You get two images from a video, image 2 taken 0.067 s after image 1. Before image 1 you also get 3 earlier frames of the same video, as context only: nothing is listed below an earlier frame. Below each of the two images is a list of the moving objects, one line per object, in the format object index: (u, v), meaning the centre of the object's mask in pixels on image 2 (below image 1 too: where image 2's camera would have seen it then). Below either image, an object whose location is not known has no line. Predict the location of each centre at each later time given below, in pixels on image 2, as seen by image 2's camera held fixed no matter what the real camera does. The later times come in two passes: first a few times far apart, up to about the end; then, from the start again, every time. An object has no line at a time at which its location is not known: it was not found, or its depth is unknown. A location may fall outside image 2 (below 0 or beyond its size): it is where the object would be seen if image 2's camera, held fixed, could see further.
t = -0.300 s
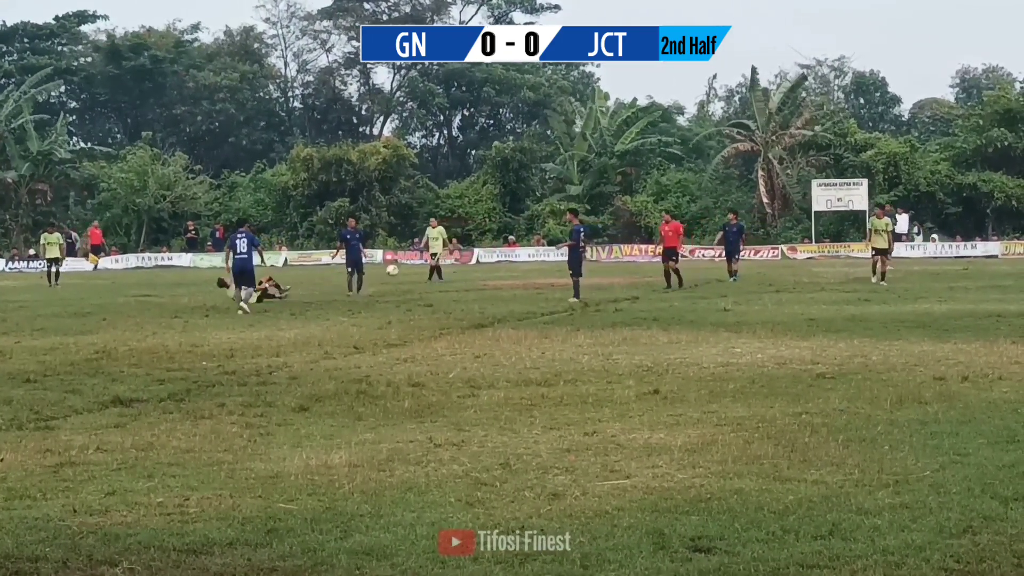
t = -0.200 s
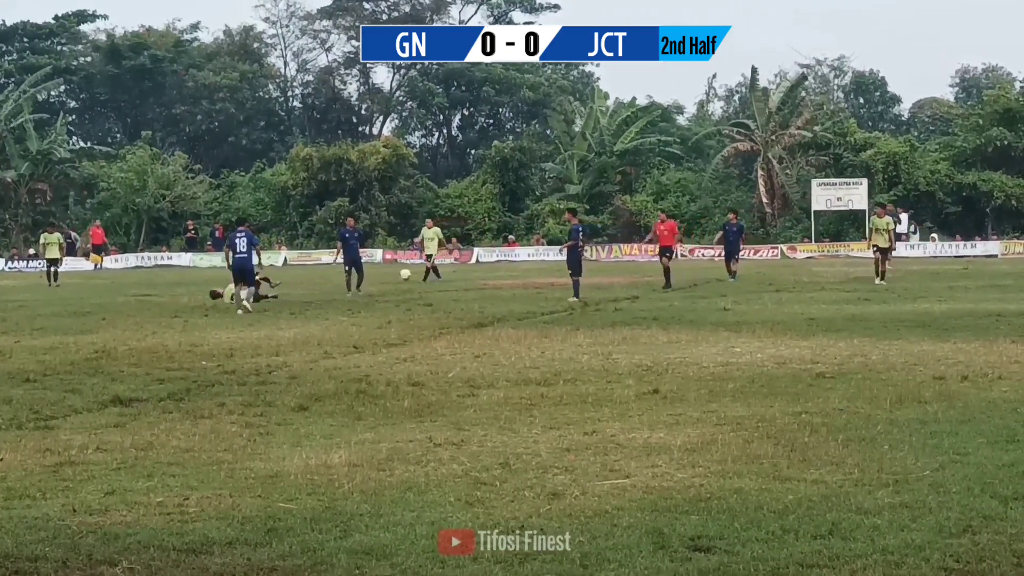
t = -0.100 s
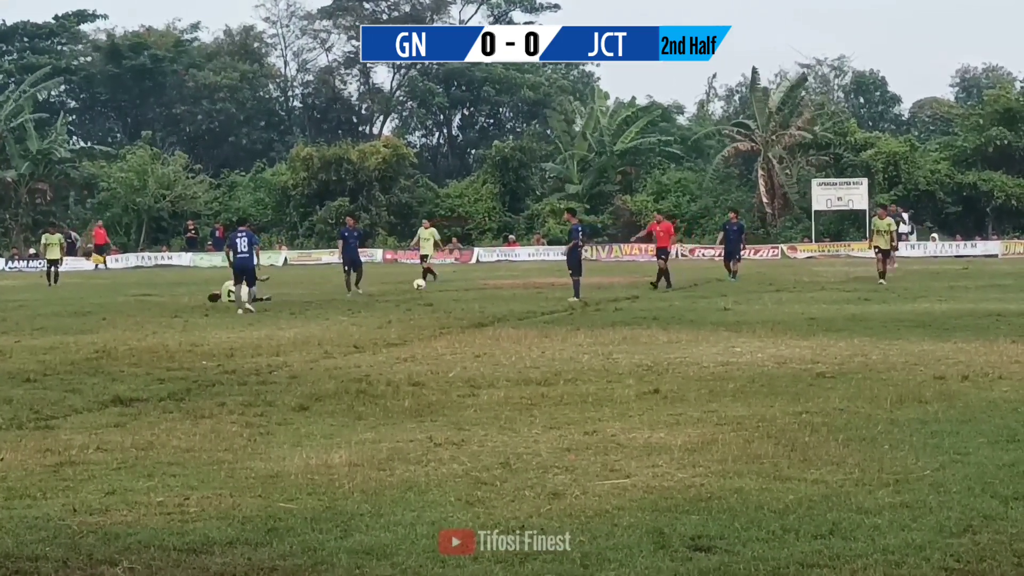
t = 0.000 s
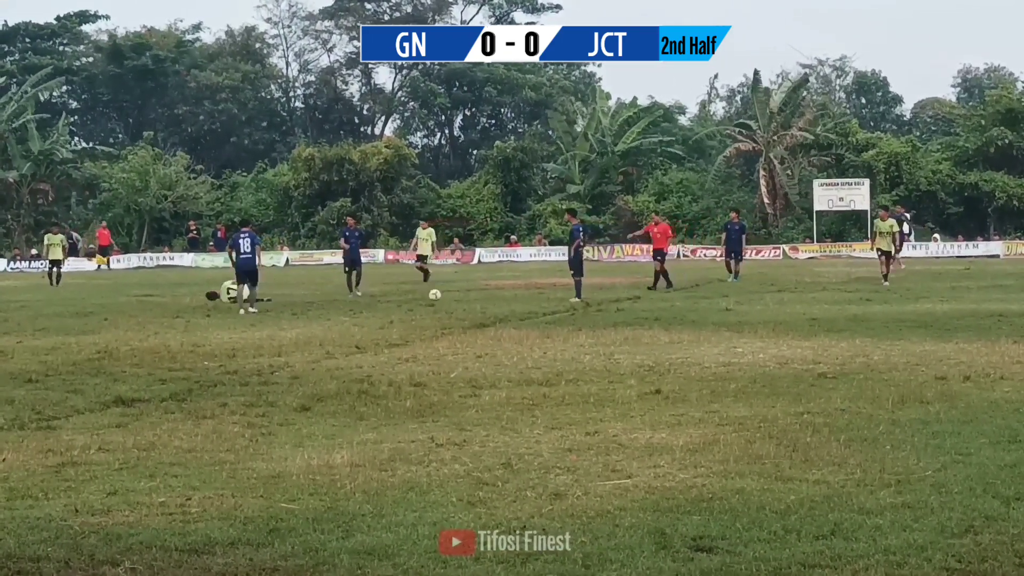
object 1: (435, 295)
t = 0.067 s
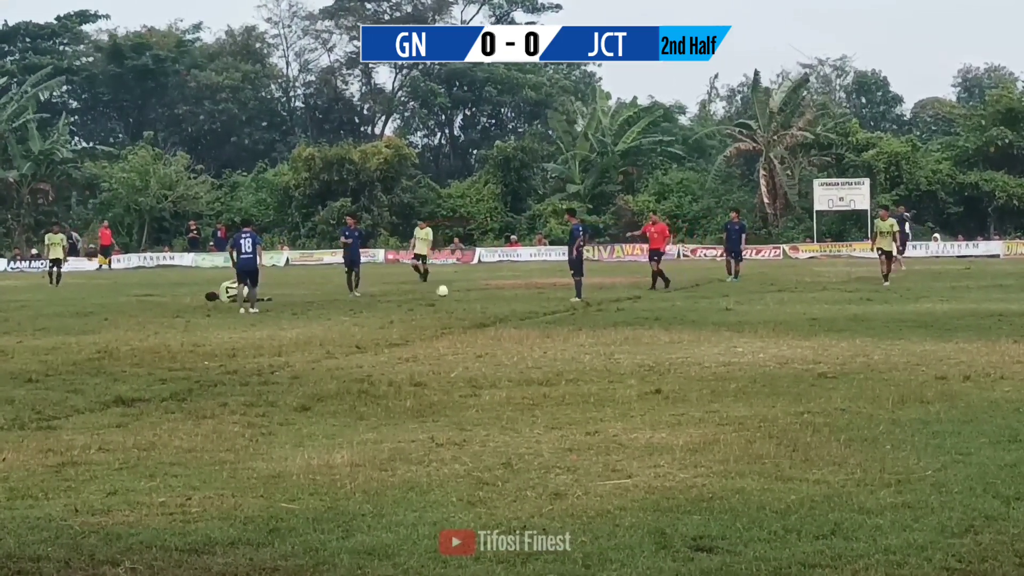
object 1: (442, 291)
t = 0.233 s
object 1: (462, 291)
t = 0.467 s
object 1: (487, 296)
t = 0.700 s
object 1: (507, 298)
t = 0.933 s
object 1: (523, 298)
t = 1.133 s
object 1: (534, 298)
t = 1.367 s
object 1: (546, 298)
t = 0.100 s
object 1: (447, 290)
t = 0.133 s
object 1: (450, 289)
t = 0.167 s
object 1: (454, 290)
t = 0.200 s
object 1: (458, 290)
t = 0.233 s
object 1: (462, 291)
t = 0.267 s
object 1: (466, 293)
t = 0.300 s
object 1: (470, 295)
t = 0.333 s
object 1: (475, 297)
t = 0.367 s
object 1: (478, 296)
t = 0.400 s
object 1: (481, 296)
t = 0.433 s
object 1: (484, 296)
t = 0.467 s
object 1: (487, 296)
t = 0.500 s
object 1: (491, 297)
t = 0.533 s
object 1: (494, 298)
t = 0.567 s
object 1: (497, 297)
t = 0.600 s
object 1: (499, 298)
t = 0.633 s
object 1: (502, 298)
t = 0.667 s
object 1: (504, 298)
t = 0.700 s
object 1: (507, 298)
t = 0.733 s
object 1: (509, 298)
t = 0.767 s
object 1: (512, 298)
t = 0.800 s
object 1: (514, 298)
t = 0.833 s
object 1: (516, 298)
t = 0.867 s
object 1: (519, 298)
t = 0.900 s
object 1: (521, 298)
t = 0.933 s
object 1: (523, 298)
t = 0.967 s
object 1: (525, 297)
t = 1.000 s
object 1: (527, 297)
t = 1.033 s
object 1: (529, 299)
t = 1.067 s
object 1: (531, 298)
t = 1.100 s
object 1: (533, 298)
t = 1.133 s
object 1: (534, 298)
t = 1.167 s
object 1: (536, 298)
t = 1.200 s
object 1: (538, 299)
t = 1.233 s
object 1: (540, 298)
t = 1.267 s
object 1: (542, 298)
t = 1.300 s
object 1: (544, 298)
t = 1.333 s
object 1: (545, 298)
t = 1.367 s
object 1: (546, 298)
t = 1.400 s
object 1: (548, 298)
